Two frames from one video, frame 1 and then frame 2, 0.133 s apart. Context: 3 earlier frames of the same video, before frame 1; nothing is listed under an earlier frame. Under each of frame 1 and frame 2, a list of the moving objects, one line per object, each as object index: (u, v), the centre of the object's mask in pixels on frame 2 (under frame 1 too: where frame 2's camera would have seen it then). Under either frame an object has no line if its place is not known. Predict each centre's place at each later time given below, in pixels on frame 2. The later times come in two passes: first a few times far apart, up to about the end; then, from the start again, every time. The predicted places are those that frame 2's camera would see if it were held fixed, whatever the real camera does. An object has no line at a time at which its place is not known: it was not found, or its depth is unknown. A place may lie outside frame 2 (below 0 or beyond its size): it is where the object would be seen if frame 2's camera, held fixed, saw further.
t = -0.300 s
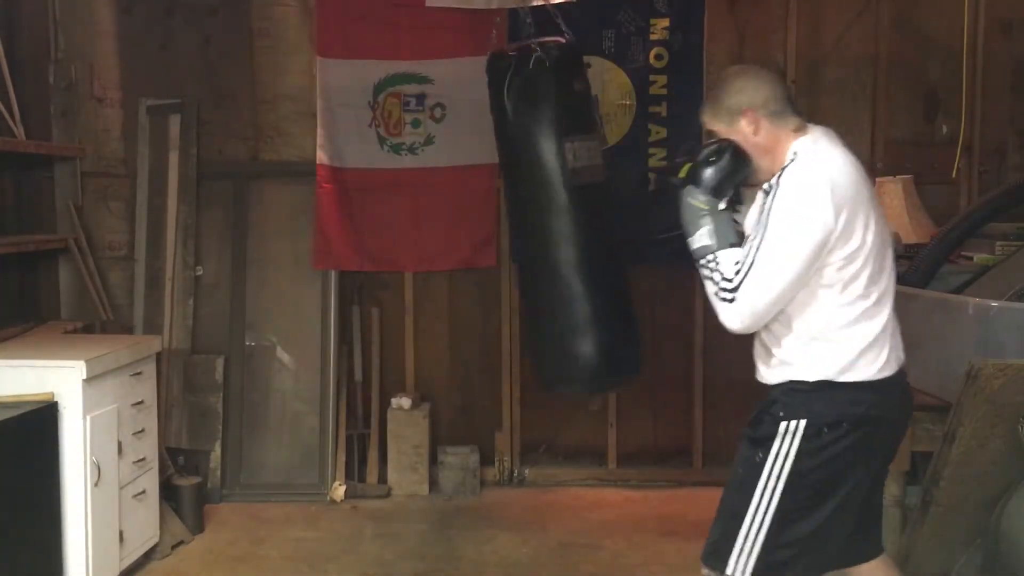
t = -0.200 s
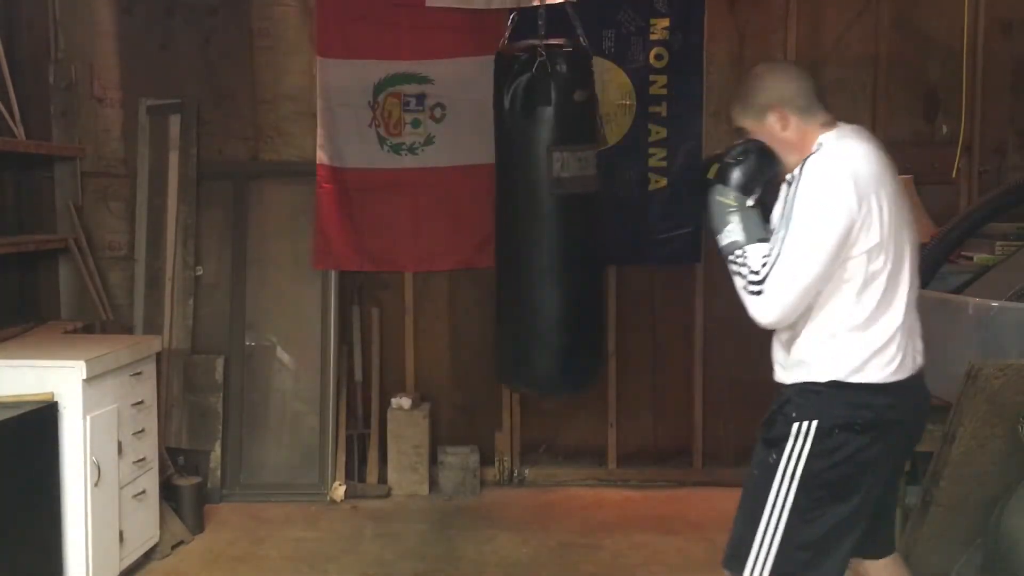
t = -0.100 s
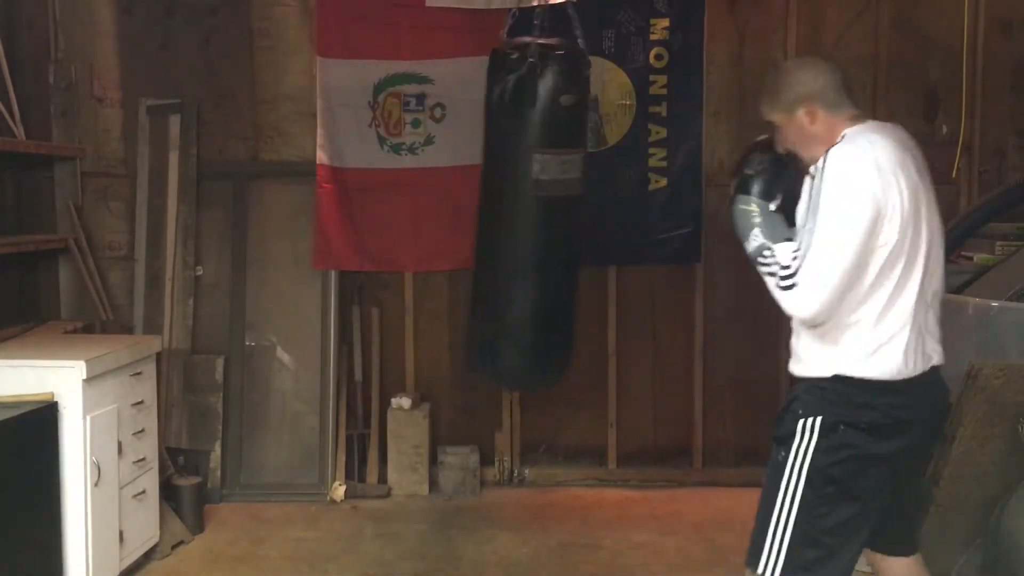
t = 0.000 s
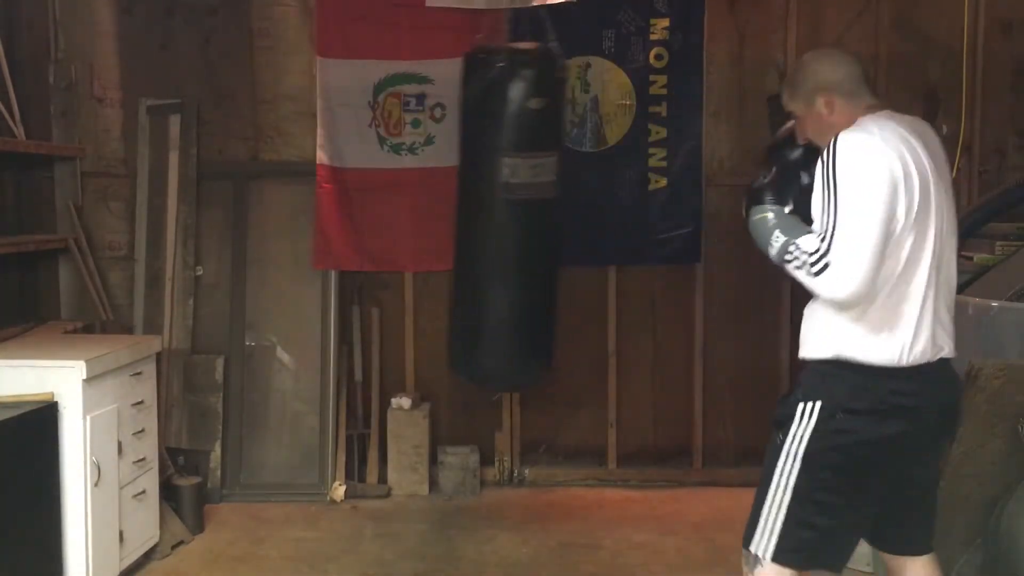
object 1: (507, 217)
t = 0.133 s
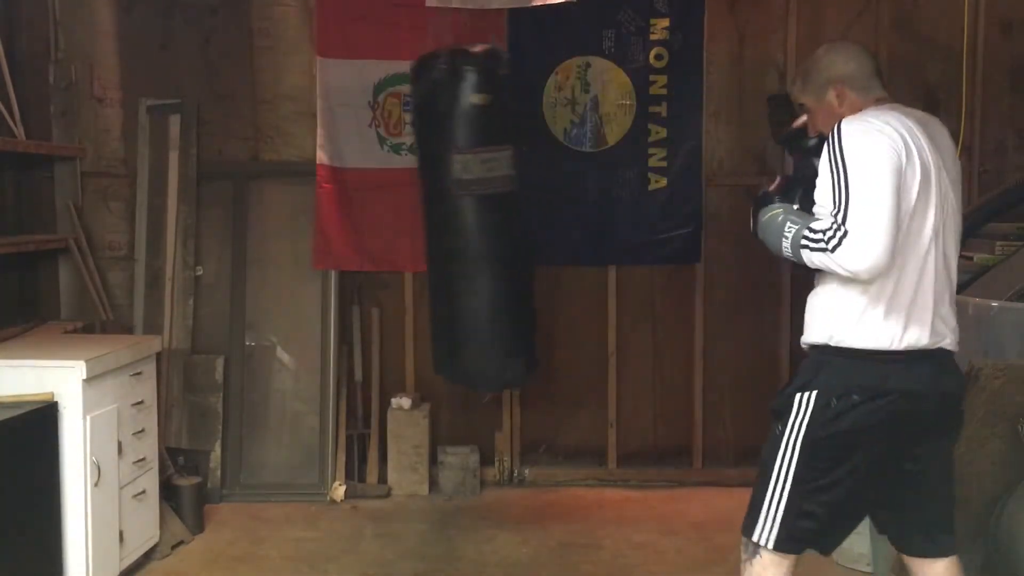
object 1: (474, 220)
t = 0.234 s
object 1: (453, 215)
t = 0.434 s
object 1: (419, 215)
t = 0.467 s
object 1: (414, 213)
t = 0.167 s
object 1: (467, 217)
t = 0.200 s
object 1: (460, 216)
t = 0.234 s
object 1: (453, 215)
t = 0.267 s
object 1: (446, 215)
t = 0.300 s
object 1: (440, 215)
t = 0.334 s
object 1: (433, 217)
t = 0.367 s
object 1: (428, 216)
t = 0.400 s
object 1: (424, 216)
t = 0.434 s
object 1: (419, 215)
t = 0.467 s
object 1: (414, 213)
